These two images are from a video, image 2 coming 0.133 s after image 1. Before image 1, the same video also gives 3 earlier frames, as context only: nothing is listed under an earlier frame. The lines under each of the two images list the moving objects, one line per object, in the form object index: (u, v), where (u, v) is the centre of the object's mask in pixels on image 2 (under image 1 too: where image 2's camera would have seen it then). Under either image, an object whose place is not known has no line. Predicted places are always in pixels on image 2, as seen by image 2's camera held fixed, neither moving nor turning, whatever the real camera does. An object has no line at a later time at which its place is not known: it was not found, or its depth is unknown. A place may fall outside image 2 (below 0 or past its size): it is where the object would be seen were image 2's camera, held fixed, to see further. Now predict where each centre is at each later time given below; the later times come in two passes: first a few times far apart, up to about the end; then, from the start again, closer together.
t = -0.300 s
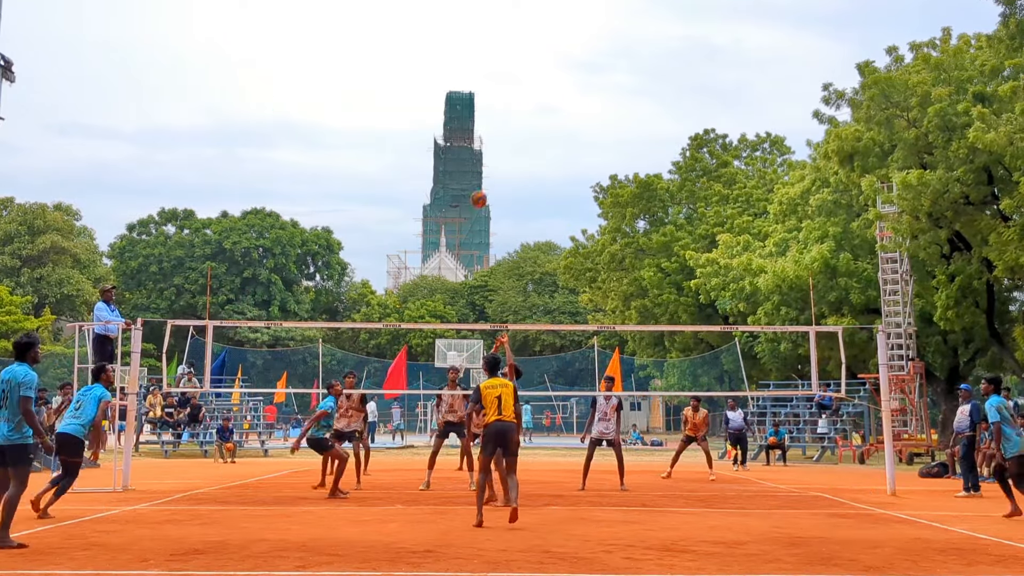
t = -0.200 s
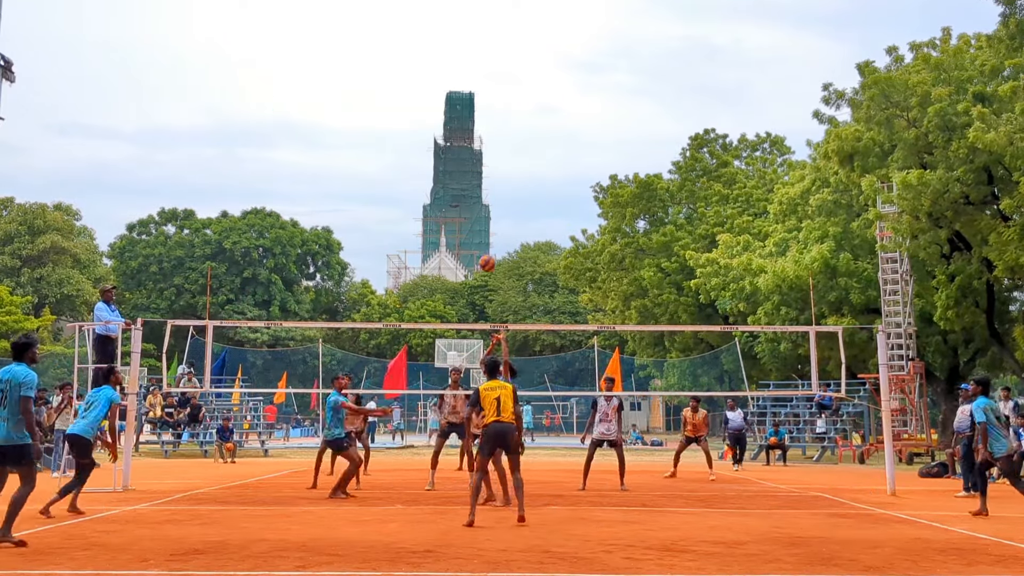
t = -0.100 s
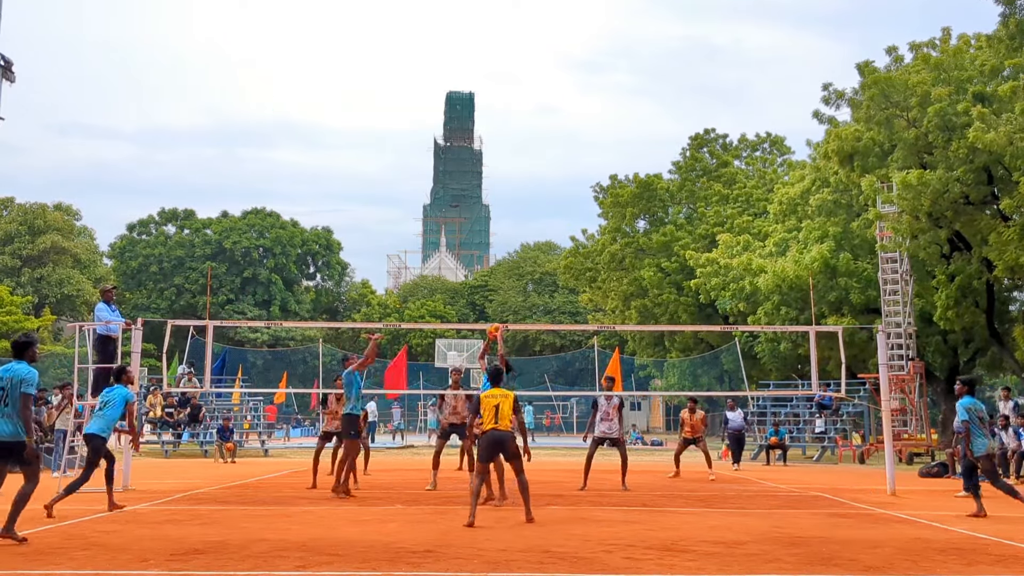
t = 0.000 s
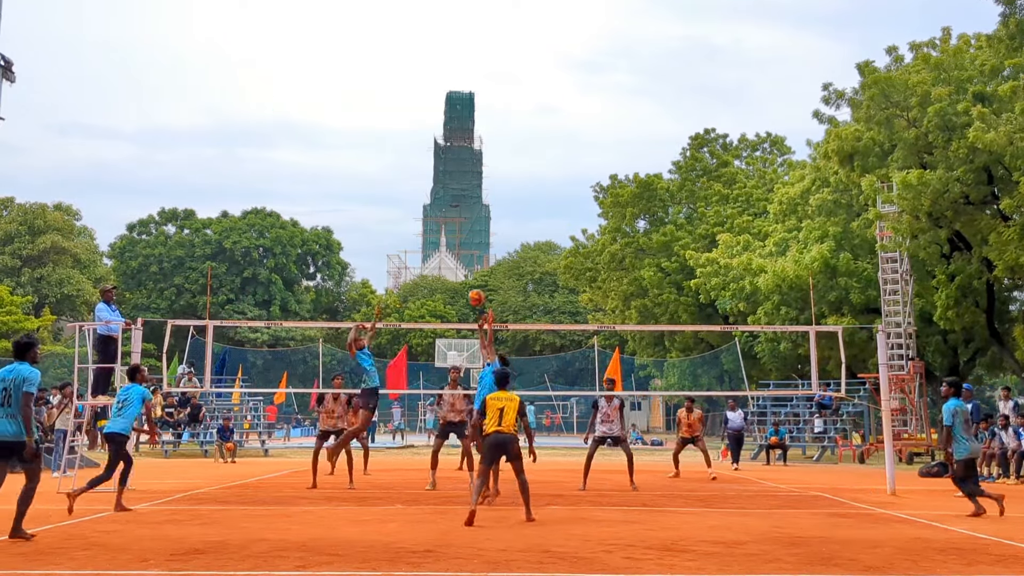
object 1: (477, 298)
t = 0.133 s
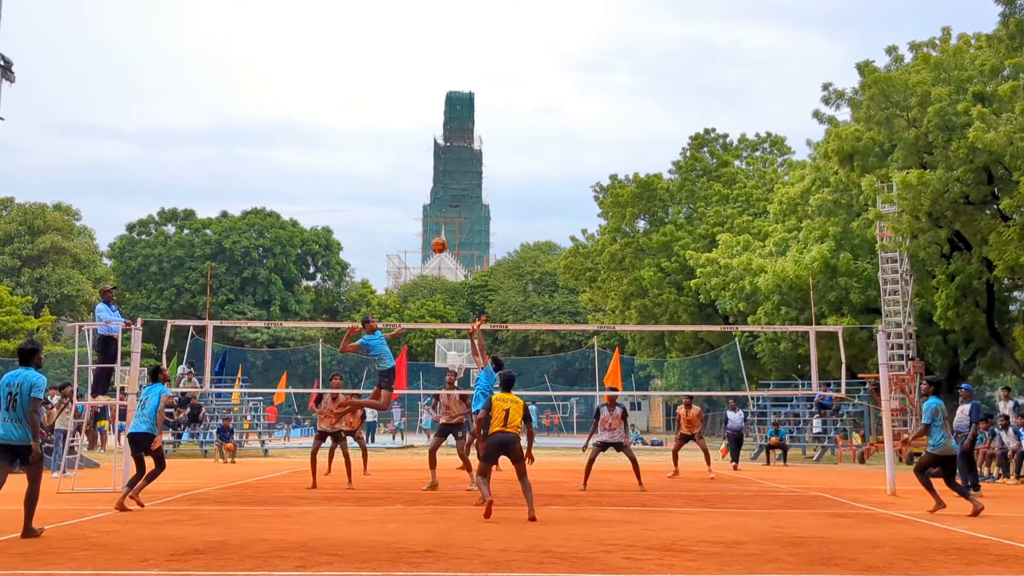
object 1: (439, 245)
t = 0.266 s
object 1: (403, 209)
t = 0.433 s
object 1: (360, 182)
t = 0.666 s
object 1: (302, 179)
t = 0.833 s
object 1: (261, 200)
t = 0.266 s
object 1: (403, 209)
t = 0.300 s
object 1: (394, 202)
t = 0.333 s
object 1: (386, 196)
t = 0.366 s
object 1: (377, 191)
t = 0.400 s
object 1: (369, 186)
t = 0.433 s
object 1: (360, 182)
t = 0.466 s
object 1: (352, 179)
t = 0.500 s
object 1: (343, 178)
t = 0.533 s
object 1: (335, 176)
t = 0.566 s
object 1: (326, 176)
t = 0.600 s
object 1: (318, 176)
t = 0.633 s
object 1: (310, 177)
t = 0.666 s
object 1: (302, 179)
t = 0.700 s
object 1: (293, 182)
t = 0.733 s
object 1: (285, 185)
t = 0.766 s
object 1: (277, 189)
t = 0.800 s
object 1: (269, 194)
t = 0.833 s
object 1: (261, 200)
